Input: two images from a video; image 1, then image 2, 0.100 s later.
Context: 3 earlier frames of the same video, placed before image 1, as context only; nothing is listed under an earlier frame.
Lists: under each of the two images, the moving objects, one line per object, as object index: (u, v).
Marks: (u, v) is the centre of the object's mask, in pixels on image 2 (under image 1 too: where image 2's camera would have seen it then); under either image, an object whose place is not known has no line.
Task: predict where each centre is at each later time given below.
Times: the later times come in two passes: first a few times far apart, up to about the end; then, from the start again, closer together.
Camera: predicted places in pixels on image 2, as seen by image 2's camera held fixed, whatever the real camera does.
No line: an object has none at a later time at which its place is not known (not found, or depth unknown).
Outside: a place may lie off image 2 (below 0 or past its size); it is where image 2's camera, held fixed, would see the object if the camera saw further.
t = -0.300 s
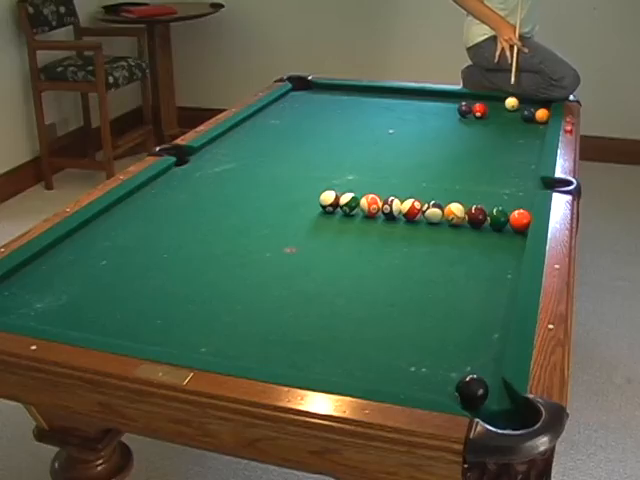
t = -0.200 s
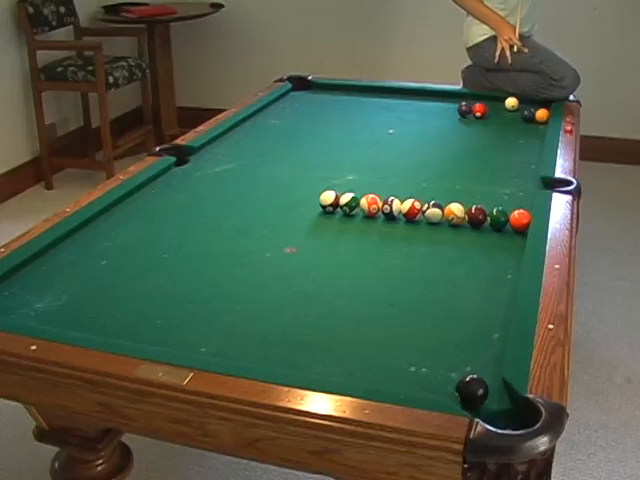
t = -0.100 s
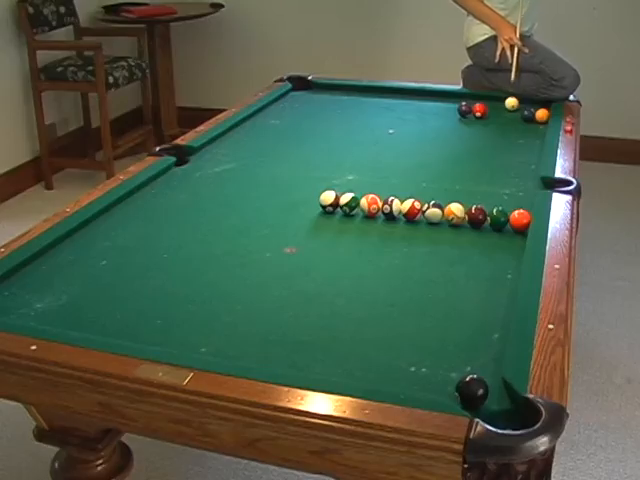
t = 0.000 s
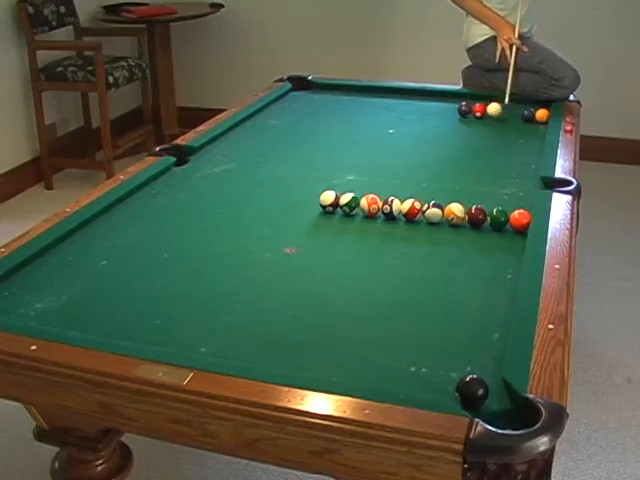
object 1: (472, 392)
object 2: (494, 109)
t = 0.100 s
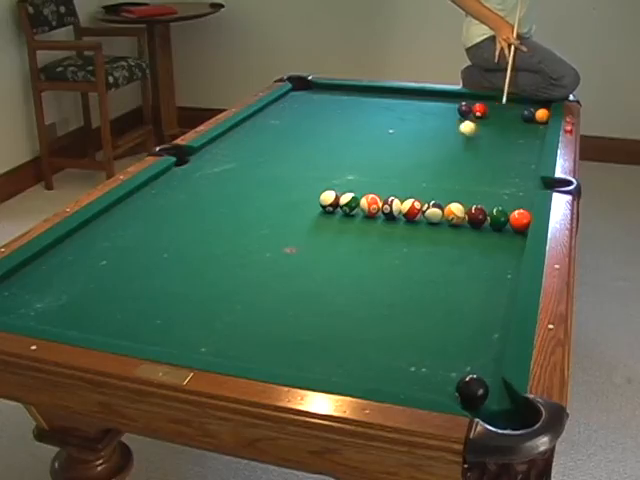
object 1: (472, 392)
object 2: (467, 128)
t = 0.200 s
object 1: (472, 392)
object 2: (433, 148)
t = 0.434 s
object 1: (472, 392)
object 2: (323, 186)
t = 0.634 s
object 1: (472, 392)
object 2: (196, 220)
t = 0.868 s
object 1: (472, 392)
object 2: (82, 244)
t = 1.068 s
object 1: (472, 392)
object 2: (132, 260)
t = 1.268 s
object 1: (472, 392)
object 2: (173, 275)
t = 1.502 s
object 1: (472, 392)
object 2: (226, 294)
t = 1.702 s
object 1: (472, 392)
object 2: (275, 312)
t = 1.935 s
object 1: (472, 392)
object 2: (335, 333)
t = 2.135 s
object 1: (472, 392)
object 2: (390, 353)
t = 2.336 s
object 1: (472, 392)
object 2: (447, 372)
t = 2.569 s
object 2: (478, 373)
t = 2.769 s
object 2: (476, 370)
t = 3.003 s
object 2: (464, 367)
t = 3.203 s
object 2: (455, 364)
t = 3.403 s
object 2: (448, 361)
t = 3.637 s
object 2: (444, 357)
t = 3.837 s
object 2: (442, 356)
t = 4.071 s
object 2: (440, 356)
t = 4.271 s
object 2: (438, 356)
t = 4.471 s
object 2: (437, 356)
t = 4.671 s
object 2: (437, 356)
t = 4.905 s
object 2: (437, 356)
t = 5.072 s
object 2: (437, 356)
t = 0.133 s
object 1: (472, 392)
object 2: (457, 135)
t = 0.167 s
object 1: (472, 392)
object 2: (446, 140)
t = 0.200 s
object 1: (472, 392)
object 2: (433, 148)
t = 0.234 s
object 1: (472, 392)
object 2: (421, 153)
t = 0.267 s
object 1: (472, 392)
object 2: (407, 159)
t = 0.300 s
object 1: (472, 392)
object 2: (393, 166)
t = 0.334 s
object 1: (472, 392)
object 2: (378, 172)
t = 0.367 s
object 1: (472, 392)
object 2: (361, 177)
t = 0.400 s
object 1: (472, 392)
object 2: (343, 182)
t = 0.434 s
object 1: (472, 392)
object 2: (323, 186)
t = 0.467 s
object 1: (472, 392)
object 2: (305, 196)
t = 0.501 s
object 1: (472, 392)
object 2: (284, 201)
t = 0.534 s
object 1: (472, 392)
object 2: (263, 206)
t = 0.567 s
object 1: (472, 392)
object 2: (241, 212)
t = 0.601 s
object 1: (472, 392)
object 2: (219, 216)
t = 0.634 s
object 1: (472, 392)
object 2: (196, 220)
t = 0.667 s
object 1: (472, 392)
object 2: (172, 225)
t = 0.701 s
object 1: (472, 392)
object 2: (148, 229)
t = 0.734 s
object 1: (472, 392)
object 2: (123, 233)
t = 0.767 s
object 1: (472, 392)
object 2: (99, 235)
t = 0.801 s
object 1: (472, 392)
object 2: (74, 238)
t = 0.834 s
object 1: (472, 392)
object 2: (70, 241)
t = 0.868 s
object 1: (472, 392)
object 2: (82, 244)
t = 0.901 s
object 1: (472, 392)
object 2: (92, 247)
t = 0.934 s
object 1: (472, 392)
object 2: (102, 249)
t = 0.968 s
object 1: (472, 392)
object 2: (110, 252)
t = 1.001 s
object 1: (472, 392)
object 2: (118, 255)
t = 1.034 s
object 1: (472, 392)
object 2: (125, 257)
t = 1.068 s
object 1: (472, 392)
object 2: (132, 260)
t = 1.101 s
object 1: (472, 392)
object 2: (138, 262)
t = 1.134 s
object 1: (472, 392)
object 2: (145, 265)
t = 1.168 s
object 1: (472, 392)
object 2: (152, 267)
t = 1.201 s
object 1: (472, 392)
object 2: (159, 270)
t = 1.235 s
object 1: (472, 392)
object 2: (166, 272)
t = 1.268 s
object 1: (472, 392)
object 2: (173, 275)
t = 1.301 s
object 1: (472, 392)
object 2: (181, 278)
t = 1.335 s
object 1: (472, 392)
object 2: (188, 280)
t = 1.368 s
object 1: (472, 392)
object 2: (195, 283)
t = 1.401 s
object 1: (472, 392)
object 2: (203, 286)
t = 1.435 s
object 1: (472, 392)
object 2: (211, 289)
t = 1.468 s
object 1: (472, 392)
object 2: (219, 291)
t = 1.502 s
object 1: (472, 392)
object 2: (226, 294)
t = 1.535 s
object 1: (472, 392)
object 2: (234, 297)
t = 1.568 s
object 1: (472, 392)
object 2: (242, 300)
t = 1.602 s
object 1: (472, 392)
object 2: (250, 303)
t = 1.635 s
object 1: (472, 392)
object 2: (258, 306)
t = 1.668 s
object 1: (472, 392)
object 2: (267, 309)
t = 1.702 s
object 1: (472, 392)
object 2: (275, 312)
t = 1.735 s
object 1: (472, 392)
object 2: (283, 315)
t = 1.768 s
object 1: (472, 392)
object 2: (292, 318)
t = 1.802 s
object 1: (472, 392)
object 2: (300, 321)
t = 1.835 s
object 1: (472, 392)
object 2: (309, 324)
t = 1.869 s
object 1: (472, 392)
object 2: (317, 327)
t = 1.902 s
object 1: (472, 392)
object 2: (326, 330)
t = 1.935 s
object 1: (472, 392)
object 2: (335, 333)
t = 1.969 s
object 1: (472, 392)
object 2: (344, 336)
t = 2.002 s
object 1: (472, 392)
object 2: (353, 339)
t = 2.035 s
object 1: (472, 392)
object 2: (362, 343)
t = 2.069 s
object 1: (472, 392)
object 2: (371, 346)
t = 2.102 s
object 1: (472, 392)
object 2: (380, 349)
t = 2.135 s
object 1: (472, 392)
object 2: (390, 353)
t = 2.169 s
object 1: (472, 392)
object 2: (399, 356)
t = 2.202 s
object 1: (472, 392)
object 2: (408, 359)
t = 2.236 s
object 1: (472, 392)
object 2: (417, 362)
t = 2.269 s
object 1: (472, 392)
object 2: (427, 365)
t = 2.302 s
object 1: (472, 391)
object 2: (436, 369)
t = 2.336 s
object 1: (472, 392)
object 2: (447, 372)
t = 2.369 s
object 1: (474, 393)
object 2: (453, 373)
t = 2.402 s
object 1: (479, 397)
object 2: (458, 374)
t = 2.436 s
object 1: (483, 399)
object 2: (462, 374)
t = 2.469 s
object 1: (487, 402)
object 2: (466, 374)
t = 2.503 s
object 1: (492, 407)
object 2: (470, 373)
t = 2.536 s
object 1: (495, 415)
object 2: (475, 373)
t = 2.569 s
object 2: (478, 373)
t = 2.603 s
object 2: (482, 373)
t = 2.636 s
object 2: (484, 372)
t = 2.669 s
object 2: (482, 372)
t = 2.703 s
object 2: (480, 371)
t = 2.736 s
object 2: (478, 370)
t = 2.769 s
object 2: (476, 370)
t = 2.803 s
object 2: (474, 370)
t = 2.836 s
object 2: (472, 369)
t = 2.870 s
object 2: (470, 369)
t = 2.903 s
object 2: (469, 368)
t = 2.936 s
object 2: (467, 368)
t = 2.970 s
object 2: (465, 367)
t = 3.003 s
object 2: (464, 367)
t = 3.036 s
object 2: (462, 366)
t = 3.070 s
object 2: (460, 366)
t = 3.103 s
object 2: (459, 365)
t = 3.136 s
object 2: (458, 365)
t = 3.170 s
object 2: (456, 365)
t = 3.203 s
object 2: (455, 364)
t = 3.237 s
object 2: (453, 363)
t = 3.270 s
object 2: (452, 363)
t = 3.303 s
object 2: (451, 362)
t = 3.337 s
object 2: (450, 362)
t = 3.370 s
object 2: (449, 361)
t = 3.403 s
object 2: (448, 361)
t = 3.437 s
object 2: (447, 360)
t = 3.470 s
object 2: (447, 360)
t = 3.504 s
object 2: (446, 359)
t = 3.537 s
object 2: (446, 359)
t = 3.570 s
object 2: (445, 358)
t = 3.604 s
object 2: (444, 358)
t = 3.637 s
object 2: (444, 357)
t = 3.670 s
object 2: (443, 357)
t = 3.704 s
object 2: (443, 357)
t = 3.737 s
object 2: (443, 357)
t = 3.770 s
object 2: (442, 356)
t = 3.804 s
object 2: (442, 356)
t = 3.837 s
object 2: (442, 356)
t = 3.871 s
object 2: (442, 356)
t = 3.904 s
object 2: (441, 356)
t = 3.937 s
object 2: (441, 356)
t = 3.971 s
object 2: (441, 356)
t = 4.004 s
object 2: (441, 356)
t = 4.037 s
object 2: (440, 356)
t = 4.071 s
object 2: (440, 356)
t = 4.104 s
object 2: (440, 356)
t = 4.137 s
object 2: (439, 356)
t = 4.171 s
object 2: (439, 356)
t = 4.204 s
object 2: (439, 356)
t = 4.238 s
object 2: (439, 356)
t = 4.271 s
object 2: (438, 356)
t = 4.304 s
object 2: (438, 356)
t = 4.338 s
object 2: (438, 356)
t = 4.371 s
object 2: (438, 356)
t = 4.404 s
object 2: (437, 356)
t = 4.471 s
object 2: (437, 356)
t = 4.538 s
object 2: (437, 356)
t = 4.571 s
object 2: (437, 356)
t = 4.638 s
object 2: (437, 356)
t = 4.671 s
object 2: (437, 356)
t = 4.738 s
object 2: (437, 356)
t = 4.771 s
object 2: (437, 356)
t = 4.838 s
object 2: (437, 356)
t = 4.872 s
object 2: (437, 356)
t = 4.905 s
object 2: (437, 356)
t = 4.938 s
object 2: (437, 356)
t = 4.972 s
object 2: (437, 356)
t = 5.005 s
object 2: (437, 356)
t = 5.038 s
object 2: (437, 356)
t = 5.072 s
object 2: (437, 356)
